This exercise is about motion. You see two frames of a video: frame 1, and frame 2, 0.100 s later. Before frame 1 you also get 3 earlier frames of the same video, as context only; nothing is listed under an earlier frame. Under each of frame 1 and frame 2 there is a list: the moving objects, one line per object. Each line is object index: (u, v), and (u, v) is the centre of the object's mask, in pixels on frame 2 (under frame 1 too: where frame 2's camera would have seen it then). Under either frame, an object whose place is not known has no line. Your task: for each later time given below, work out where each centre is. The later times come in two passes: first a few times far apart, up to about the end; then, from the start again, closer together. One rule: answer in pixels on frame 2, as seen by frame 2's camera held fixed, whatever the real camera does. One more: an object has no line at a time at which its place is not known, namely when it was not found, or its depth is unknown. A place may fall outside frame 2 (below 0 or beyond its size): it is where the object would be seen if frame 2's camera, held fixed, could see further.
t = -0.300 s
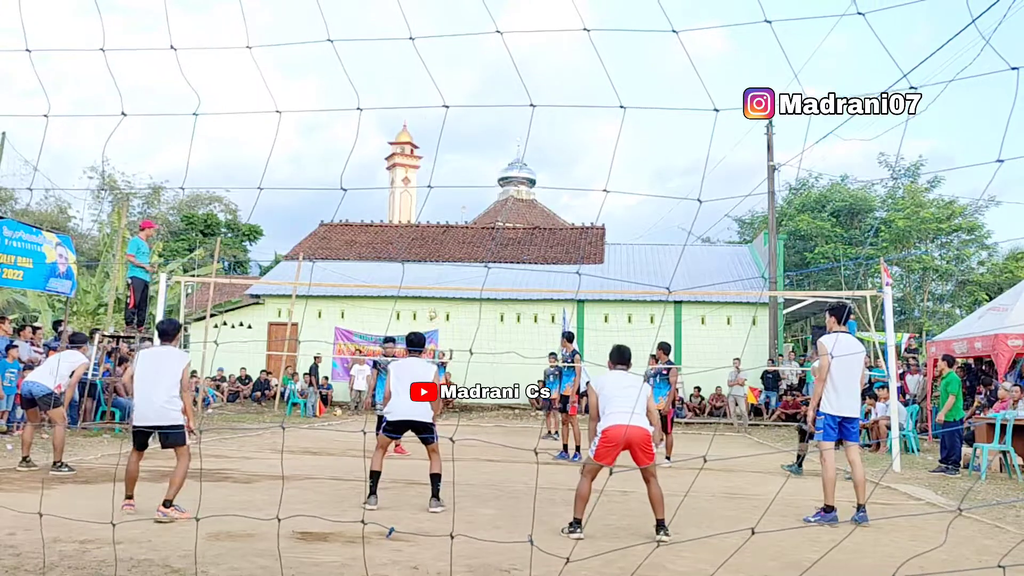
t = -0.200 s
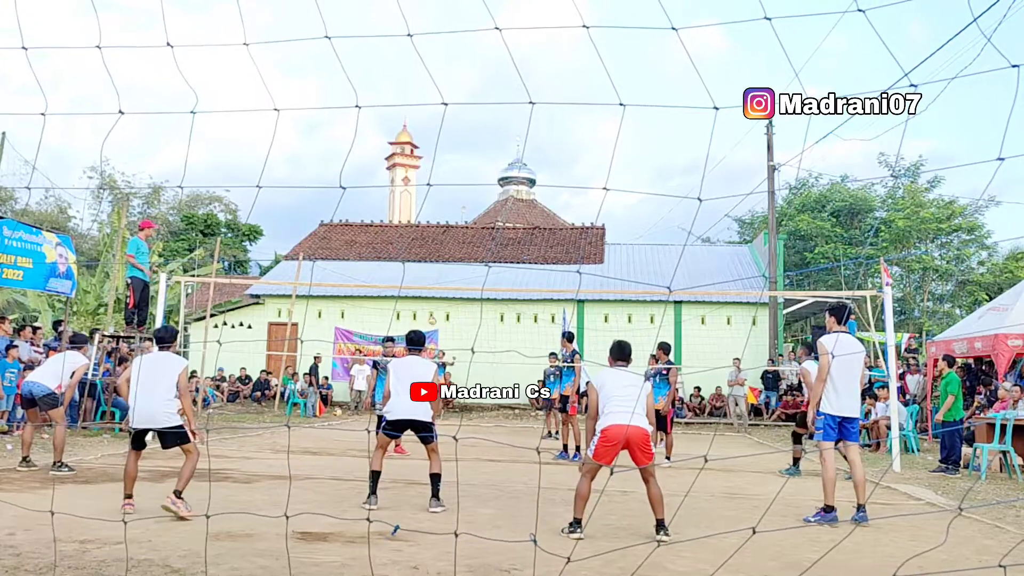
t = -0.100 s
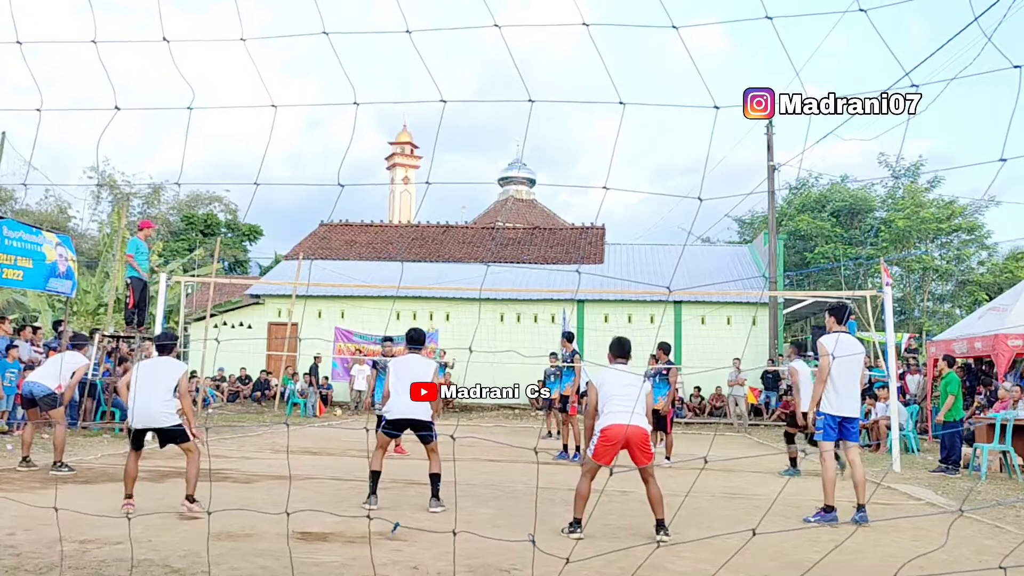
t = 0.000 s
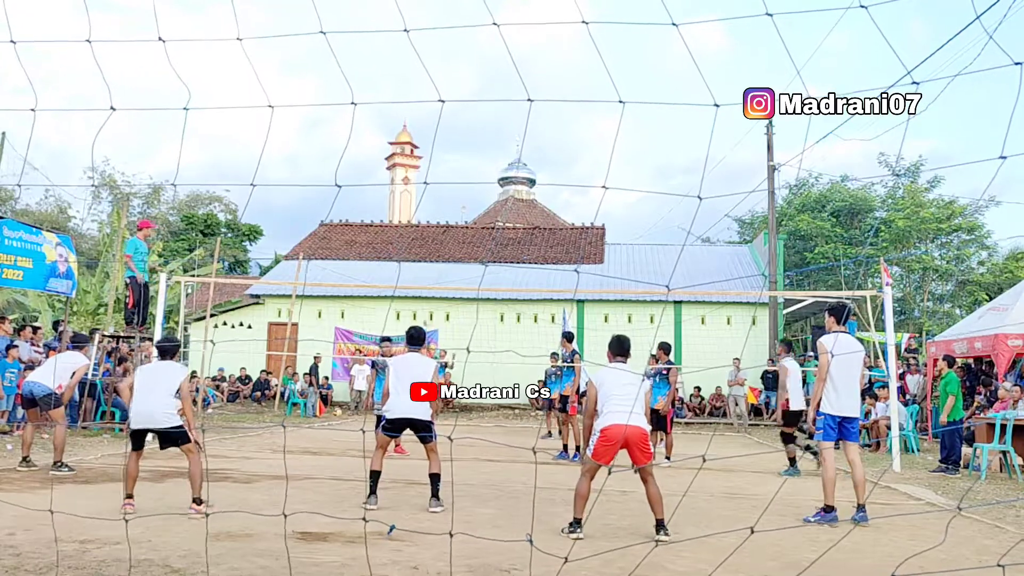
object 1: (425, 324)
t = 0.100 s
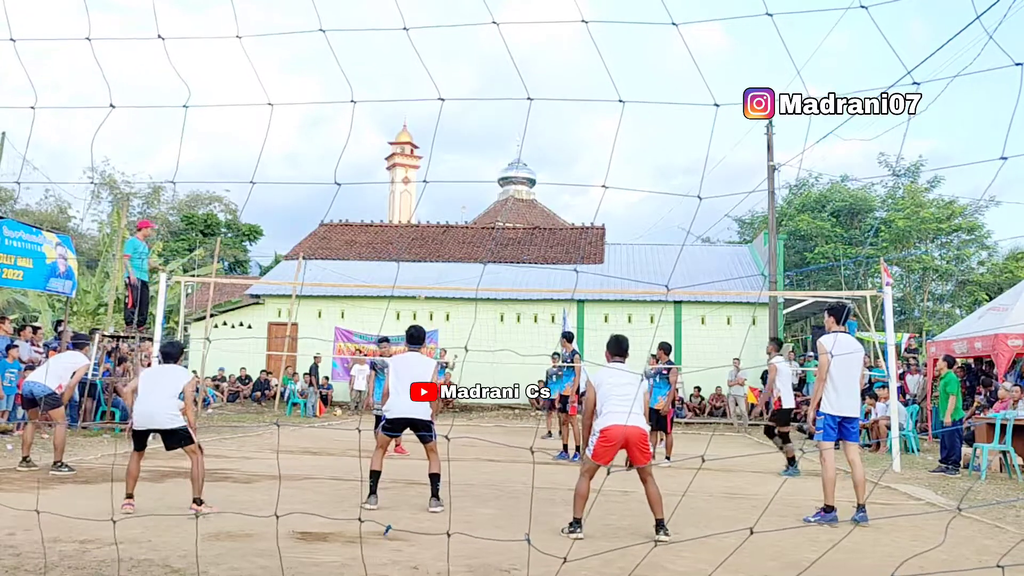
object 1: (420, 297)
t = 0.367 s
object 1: (398, 231)
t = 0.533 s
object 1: (382, 201)
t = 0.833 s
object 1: (351, 169)
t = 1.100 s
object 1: (307, 198)
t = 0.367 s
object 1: (398, 231)
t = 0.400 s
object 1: (395, 225)
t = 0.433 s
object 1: (393, 218)
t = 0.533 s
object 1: (382, 201)
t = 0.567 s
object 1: (379, 196)
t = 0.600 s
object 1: (375, 191)
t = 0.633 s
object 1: (372, 186)
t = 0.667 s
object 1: (368, 182)
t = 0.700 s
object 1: (365, 179)
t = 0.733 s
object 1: (362, 175)
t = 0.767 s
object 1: (359, 172)
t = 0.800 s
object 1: (355, 170)
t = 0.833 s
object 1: (351, 169)
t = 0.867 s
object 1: (347, 168)
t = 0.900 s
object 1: (343, 169)
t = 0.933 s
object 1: (338, 170)
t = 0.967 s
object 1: (333, 172)
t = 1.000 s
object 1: (327, 177)
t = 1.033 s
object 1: (322, 182)
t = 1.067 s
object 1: (315, 189)
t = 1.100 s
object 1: (307, 198)
